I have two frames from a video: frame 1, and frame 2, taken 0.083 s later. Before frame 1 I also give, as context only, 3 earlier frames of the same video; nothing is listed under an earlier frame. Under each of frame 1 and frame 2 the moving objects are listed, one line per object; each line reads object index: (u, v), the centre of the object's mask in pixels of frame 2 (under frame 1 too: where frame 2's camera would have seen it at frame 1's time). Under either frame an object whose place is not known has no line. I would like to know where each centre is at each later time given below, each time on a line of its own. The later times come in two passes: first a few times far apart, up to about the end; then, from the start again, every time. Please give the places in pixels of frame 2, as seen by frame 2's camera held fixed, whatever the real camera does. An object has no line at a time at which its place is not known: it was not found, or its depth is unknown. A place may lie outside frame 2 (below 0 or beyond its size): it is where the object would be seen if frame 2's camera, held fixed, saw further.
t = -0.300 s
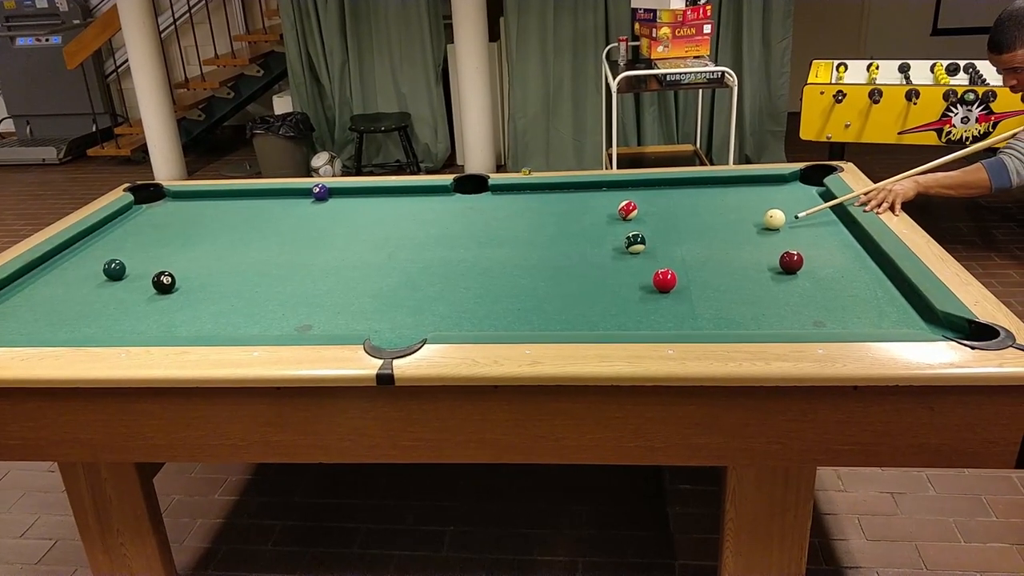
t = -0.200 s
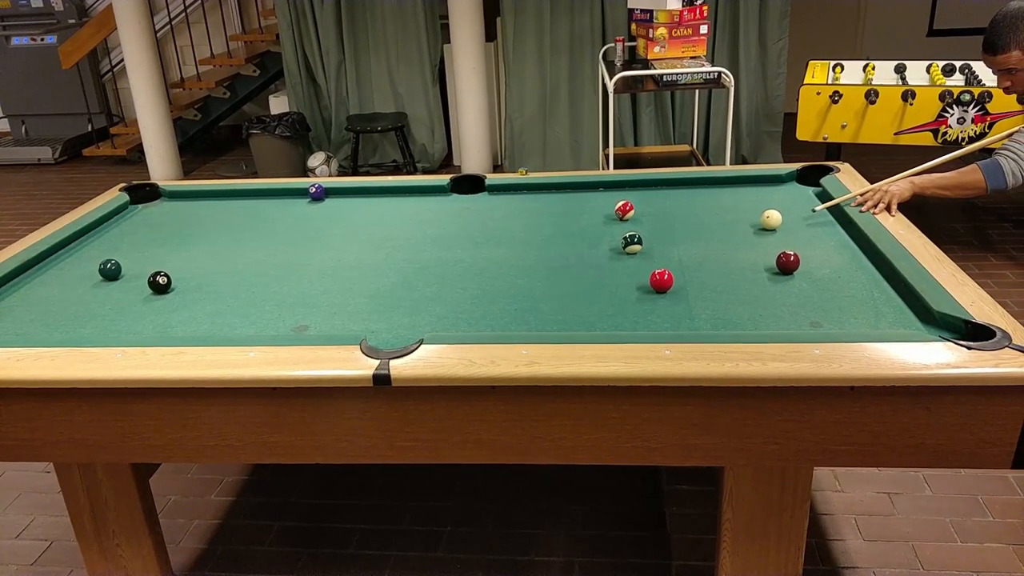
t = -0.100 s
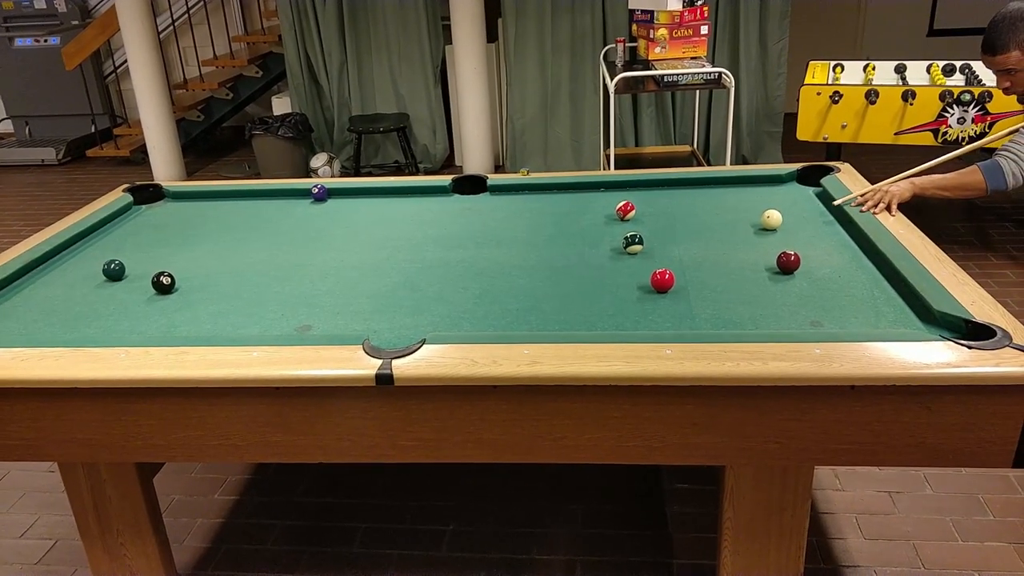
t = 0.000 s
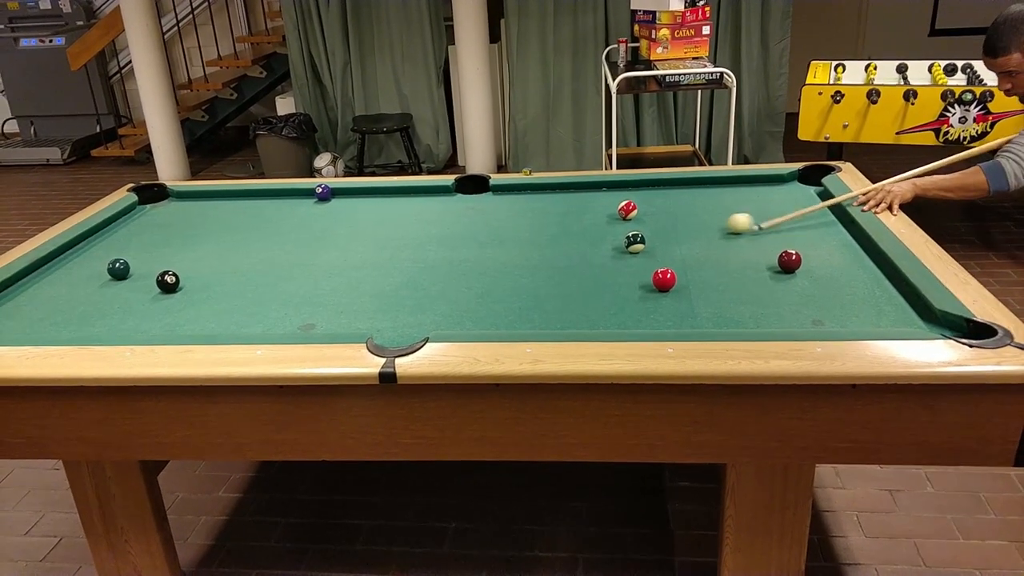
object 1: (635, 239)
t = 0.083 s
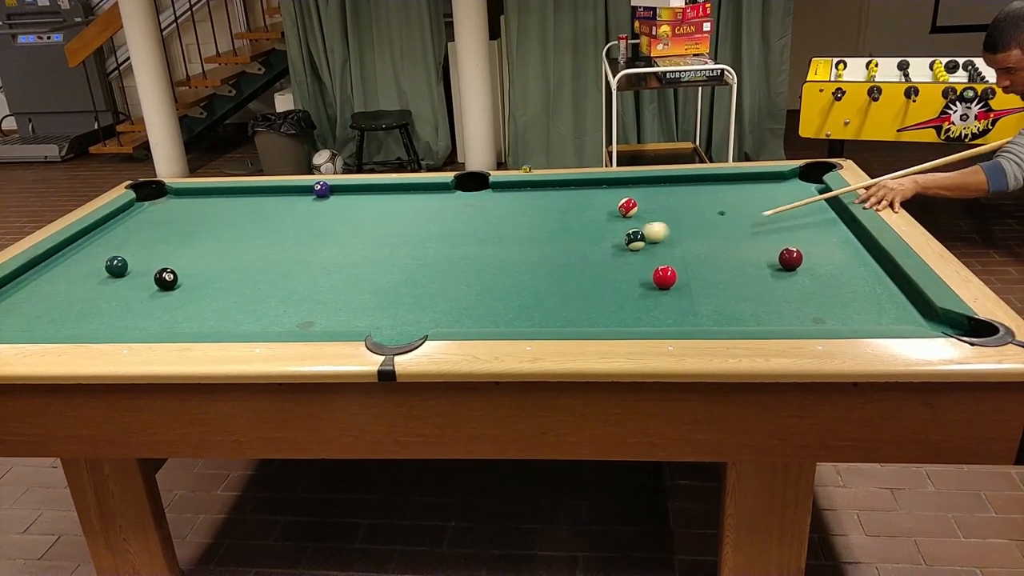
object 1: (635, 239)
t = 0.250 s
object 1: (555, 276)
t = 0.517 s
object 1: (432, 319)
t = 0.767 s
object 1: (376, 293)
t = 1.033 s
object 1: (325, 268)
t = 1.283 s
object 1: (286, 249)
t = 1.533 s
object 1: (253, 232)
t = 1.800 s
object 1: (224, 217)
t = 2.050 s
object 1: (200, 204)
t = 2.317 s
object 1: (178, 192)
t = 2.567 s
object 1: (151, 198)
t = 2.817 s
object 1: (145, 203)
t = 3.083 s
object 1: (147, 206)
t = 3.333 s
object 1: (149, 210)
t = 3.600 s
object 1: (153, 213)
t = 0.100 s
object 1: (630, 242)
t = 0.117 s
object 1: (622, 245)
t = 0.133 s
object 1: (613, 249)
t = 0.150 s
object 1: (604, 253)
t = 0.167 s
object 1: (595, 257)
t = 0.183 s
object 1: (587, 262)
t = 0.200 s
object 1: (579, 266)
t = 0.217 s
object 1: (572, 268)
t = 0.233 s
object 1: (564, 272)
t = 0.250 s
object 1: (555, 276)
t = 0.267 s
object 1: (546, 281)
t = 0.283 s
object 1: (539, 285)
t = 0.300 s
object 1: (531, 288)
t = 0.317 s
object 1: (522, 292)
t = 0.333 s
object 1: (515, 295)
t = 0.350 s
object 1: (507, 298)
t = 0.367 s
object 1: (498, 302)
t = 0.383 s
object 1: (490, 307)
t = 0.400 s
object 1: (482, 311)
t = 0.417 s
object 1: (472, 314)
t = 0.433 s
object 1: (463, 318)
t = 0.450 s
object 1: (456, 320)
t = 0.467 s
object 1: (445, 322)
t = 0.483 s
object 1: (440, 321)
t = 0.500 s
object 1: (436, 320)
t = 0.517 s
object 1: (432, 319)
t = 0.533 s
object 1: (428, 318)
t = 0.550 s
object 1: (424, 316)
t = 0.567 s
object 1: (420, 314)
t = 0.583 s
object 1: (416, 312)
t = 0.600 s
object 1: (412, 310)
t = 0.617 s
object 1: (408, 308)
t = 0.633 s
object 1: (404, 307)
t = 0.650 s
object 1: (401, 305)
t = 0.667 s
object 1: (397, 303)
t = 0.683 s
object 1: (393, 301)
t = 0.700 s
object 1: (390, 299)
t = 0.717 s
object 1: (386, 297)
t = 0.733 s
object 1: (382, 296)
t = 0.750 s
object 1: (379, 294)
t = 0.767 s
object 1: (376, 293)
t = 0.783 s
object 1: (372, 291)
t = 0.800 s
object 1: (369, 289)
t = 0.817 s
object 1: (365, 287)
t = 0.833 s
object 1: (362, 285)
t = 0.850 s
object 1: (359, 284)
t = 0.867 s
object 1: (356, 283)
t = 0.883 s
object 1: (353, 281)
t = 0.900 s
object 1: (349, 280)
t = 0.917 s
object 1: (346, 278)
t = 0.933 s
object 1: (343, 277)
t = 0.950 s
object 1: (340, 275)
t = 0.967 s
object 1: (337, 274)
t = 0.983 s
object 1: (334, 272)
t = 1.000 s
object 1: (331, 271)
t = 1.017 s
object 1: (328, 269)
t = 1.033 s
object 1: (325, 268)
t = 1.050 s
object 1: (323, 267)
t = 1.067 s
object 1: (320, 265)
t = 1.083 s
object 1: (317, 264)
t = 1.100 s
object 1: (314, 262)
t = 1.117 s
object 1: (311, 261)
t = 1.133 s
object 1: (308, 260)
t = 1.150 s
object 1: (306, 258)
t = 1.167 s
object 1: (304, 257)
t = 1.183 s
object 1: (301, 256)
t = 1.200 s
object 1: (298, 255)
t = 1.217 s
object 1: (296, 254)
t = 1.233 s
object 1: (293, 252)
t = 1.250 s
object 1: (291, 251)
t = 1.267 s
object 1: (288, 250)
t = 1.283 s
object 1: (286, 249)
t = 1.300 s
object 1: (283, 247)
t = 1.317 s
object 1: (281, 246)
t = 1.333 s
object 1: (279, 245)
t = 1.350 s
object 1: (277, 244)
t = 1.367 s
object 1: (275, 243)
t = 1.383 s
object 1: (272, 242)
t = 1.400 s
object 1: (270, 240)
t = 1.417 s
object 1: (268, 239)
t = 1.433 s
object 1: (265, 238)
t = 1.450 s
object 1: (264, 237)
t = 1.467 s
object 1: (261, 236)
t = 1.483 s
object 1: (259, 235)
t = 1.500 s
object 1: (257, 234)
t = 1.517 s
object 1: (255, 233)
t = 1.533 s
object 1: (253, 232)
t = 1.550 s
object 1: (251, 231)
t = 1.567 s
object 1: (249, 230)
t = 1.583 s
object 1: (247, 229)
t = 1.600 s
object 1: (245, 228)
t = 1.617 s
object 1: (244, 227)
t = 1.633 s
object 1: (242, 226)
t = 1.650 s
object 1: (240, 225)
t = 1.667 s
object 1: (238, 224)
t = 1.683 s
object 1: (236, 223)
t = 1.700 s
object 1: (234, 222)
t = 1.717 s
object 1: (232, 221)
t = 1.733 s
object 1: (231, 220)
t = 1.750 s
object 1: (229, 220)
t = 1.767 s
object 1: (227, 219)
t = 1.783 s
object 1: (226, 218)
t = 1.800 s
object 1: (224, 217)
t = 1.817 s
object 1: (222, 216)
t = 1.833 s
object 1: (220, 215)
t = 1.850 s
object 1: (219, 214)
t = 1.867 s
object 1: (217, 213)
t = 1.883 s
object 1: (216, 212)
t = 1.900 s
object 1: (214, 211)
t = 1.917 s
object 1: (212, 210)
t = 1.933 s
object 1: (210, 209)
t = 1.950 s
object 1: (209, 209)
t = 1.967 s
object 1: (207, 208)
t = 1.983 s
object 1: (206, 207)
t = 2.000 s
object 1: (205, 206)
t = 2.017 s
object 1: (203, 205)
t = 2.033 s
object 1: (201, 205)
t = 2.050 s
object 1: (200, 204)
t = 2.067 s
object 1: (198, 203)
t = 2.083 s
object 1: (197, 202)
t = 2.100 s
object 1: (195, 201)
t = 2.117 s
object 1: (194, 200)
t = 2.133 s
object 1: (193, 200)
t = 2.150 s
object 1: (191, 199)
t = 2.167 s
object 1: (190, 198)
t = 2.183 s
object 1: (188, 197)
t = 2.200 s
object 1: (187, 197)
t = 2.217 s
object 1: (185, 196)
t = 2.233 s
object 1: (184, 195)
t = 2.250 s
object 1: (183, 194)
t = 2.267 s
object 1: (181, 194)
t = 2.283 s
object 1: (180, 193)
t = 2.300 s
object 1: (179, 193)
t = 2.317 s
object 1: (178, 192)
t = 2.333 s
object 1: (176, 192)
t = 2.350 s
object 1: (174, 193)
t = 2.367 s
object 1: (173, 193)
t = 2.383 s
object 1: (171, 193)
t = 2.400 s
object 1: (169, 194)
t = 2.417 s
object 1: (168, 194)
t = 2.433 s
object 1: (166, 195)
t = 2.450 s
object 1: (165, 195)
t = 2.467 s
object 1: (162, 195)
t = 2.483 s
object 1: (160, 196)
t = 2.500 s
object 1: (158, 196)
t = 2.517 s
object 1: (157, 196)
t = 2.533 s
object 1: (154, 197)
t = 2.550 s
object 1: (153, 198)
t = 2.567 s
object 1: (151, 198)
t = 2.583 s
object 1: (149, 199)
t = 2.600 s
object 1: (148, 199)
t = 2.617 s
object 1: (147, 199)
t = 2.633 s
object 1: (145, 200)
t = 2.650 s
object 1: (143, 200)
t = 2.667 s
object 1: (143, 200)
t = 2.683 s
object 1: (143, 200)
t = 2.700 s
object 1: (143, 201)
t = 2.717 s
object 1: (144, 201)
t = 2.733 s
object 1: (144, 201)
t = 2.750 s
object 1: (144, 201)
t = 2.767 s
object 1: (145, 202)
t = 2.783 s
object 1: (145, 202)
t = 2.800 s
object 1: (146, 202)
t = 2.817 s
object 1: (145, 203)
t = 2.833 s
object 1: (145, 203)
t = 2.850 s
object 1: (145, 204)
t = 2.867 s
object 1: (145, 204)
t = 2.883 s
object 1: (145, 204)
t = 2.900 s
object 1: (145, 204)
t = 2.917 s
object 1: (146, 204)
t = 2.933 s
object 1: (146, 204)
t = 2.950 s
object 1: (146, 205)
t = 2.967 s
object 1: (146, 205)
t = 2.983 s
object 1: (146, 205)
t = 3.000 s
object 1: (146, 205)
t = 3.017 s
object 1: (147, 205)
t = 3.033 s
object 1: (147, 205)
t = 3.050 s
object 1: (147, 206)
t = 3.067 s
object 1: (147, 206)
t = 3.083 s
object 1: (147, 206)
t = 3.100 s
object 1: (147, 207)
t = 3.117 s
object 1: (147, 207)
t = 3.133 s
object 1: (147, 207)
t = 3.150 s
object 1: (147, 208)
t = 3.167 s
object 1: (148, 208)
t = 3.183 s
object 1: (148, 208)
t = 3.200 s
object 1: (148, 208)
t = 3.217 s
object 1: (148, 209)
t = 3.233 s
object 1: (148, 209)
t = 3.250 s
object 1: (148, 209)
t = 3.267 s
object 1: (148, 209)
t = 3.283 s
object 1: (148, 210)
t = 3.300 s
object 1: (148, 209)
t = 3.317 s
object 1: (148, 210)
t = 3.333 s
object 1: (149, 210)
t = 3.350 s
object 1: (149, 210)
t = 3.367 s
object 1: (149, 210)
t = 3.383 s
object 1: (150, 211)
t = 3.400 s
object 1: (150, 211)
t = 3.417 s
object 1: (150, 211)
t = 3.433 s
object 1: (150, 211)
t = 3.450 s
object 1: (151, 211)
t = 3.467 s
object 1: (151, 211)
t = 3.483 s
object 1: (151, 212)
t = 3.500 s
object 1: (151, 212)
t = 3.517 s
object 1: (151, 212)
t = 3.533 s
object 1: (152, 212)
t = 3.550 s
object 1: (152, 212)
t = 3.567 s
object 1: (152, 213)
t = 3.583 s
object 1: (153, 213)
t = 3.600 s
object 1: (153, 213)
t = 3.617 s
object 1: (153, 214)
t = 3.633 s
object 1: (153, 214)
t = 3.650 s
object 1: (153, 214)
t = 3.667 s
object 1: (153, 214)
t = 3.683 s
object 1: (153, 214)
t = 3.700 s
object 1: (153, 215)
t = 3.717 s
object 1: (153, 215)
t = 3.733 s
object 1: (154, 215)
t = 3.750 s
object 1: (154, 215)
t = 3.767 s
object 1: (154, 215)
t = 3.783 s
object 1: (153, 215)
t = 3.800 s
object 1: (153, 215)
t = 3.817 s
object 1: (154, 216)
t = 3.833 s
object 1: (154, 216)
